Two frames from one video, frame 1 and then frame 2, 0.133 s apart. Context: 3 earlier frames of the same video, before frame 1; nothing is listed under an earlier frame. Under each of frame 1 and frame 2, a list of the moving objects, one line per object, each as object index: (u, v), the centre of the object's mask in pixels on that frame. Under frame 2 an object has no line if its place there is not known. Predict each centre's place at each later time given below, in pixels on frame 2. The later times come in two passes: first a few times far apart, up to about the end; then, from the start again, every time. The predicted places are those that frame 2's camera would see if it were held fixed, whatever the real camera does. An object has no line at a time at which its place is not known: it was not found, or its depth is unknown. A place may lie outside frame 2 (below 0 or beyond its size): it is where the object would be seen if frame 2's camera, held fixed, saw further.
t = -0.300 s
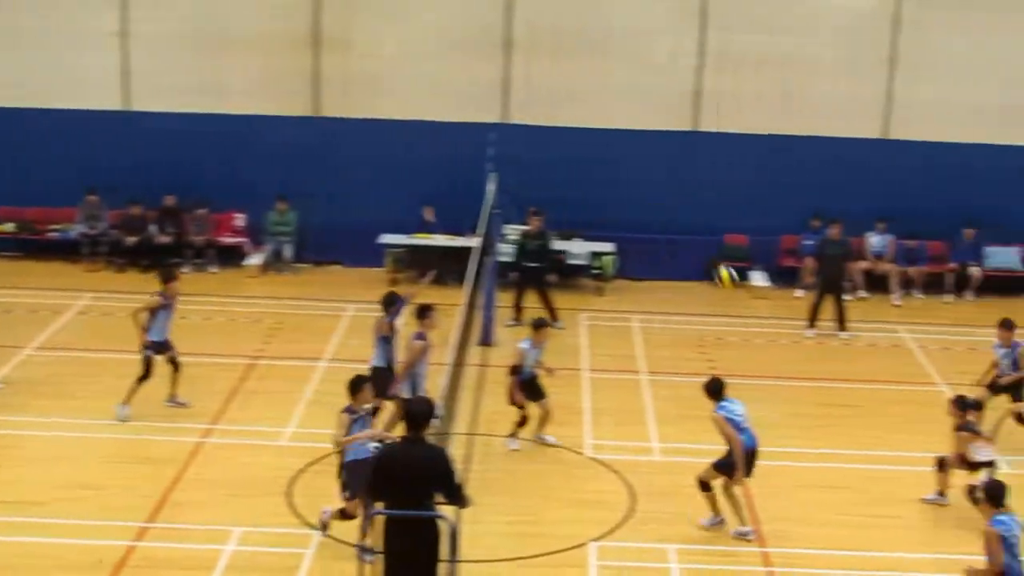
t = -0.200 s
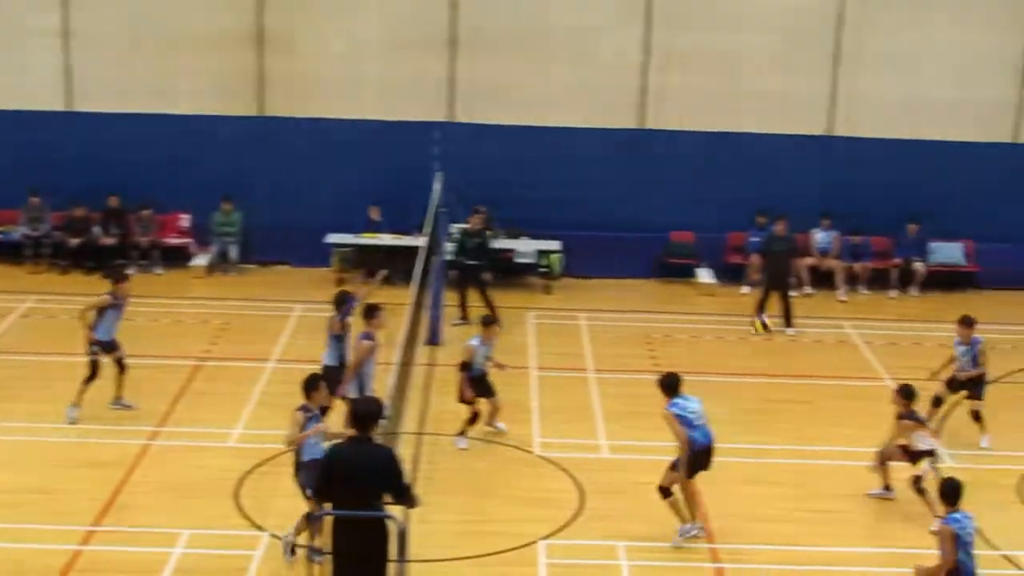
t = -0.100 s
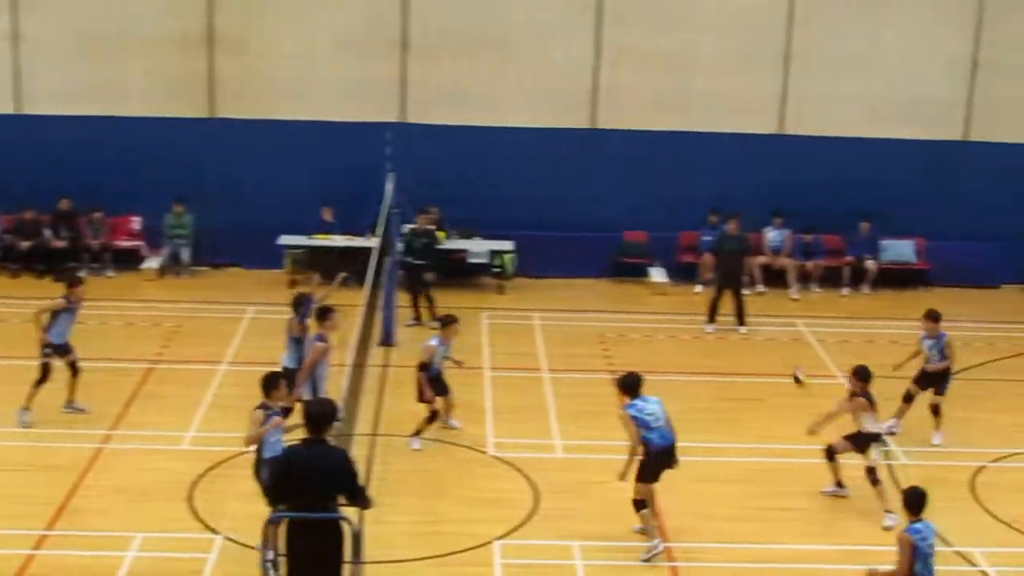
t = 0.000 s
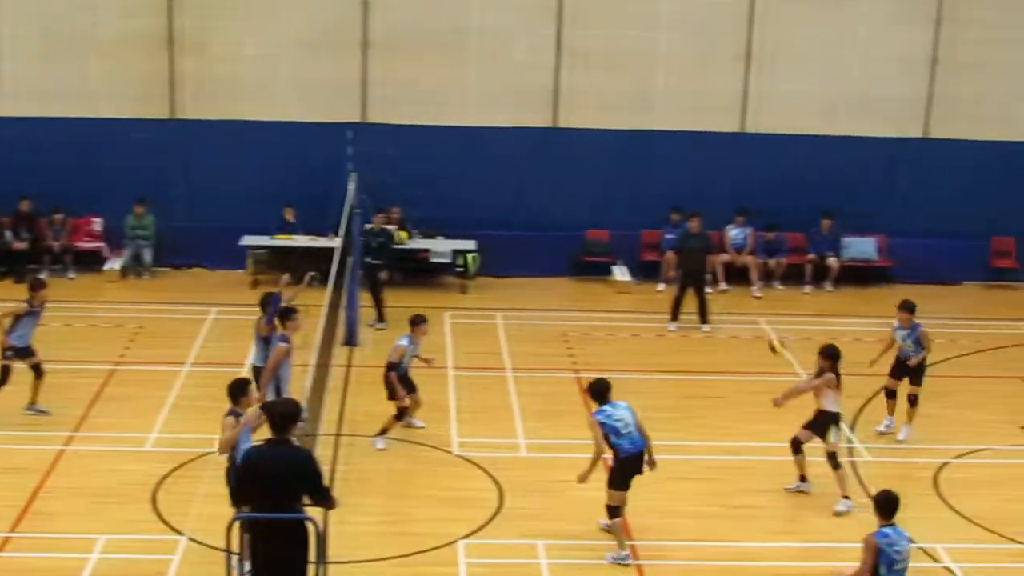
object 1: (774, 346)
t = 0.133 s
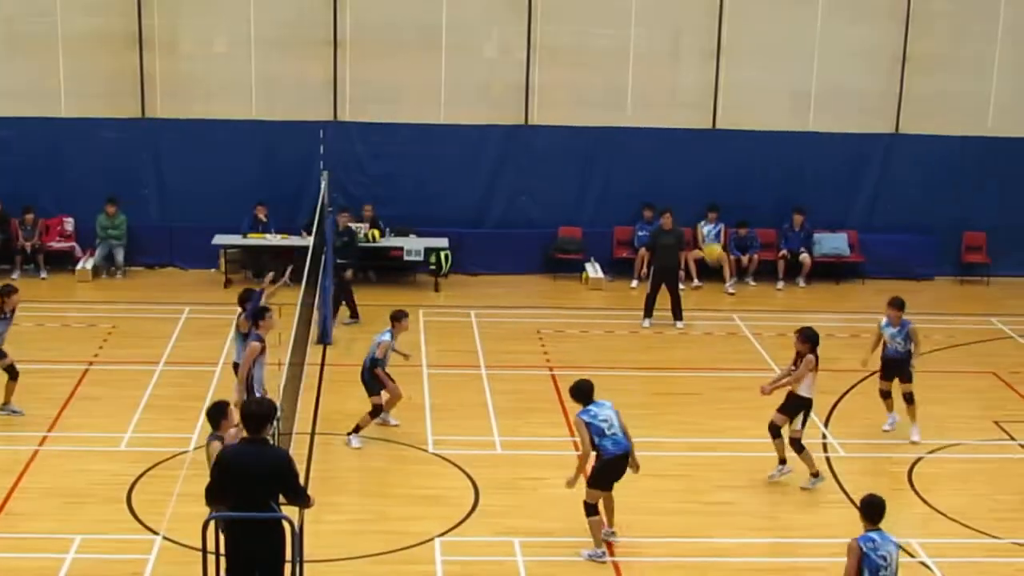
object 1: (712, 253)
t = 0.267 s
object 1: (677, 179)
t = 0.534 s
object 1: (608, 88)
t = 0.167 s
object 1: (703, 233)
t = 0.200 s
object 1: (694, 214)
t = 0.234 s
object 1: (685, 196)
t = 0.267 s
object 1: (677, 179)
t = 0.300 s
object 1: (669, 164)
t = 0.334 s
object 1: (661, 149)
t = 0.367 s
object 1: (653, 136)
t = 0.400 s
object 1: (643, 124)
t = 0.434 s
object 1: (634, 113)
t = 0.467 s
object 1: (626, 103)
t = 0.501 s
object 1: (617, 95)
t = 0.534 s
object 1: (608, 88)
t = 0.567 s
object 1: (600, 81)
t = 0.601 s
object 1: (591, 75)
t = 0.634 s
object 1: (582, 70)
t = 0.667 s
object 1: (573, 67)
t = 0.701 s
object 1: (566, 65)
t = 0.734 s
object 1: (557, 62)
